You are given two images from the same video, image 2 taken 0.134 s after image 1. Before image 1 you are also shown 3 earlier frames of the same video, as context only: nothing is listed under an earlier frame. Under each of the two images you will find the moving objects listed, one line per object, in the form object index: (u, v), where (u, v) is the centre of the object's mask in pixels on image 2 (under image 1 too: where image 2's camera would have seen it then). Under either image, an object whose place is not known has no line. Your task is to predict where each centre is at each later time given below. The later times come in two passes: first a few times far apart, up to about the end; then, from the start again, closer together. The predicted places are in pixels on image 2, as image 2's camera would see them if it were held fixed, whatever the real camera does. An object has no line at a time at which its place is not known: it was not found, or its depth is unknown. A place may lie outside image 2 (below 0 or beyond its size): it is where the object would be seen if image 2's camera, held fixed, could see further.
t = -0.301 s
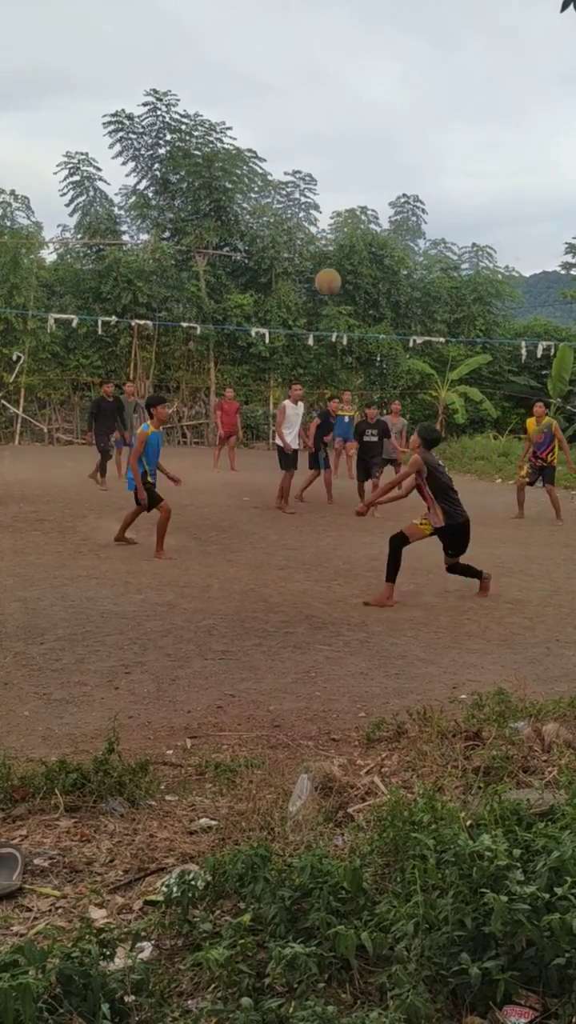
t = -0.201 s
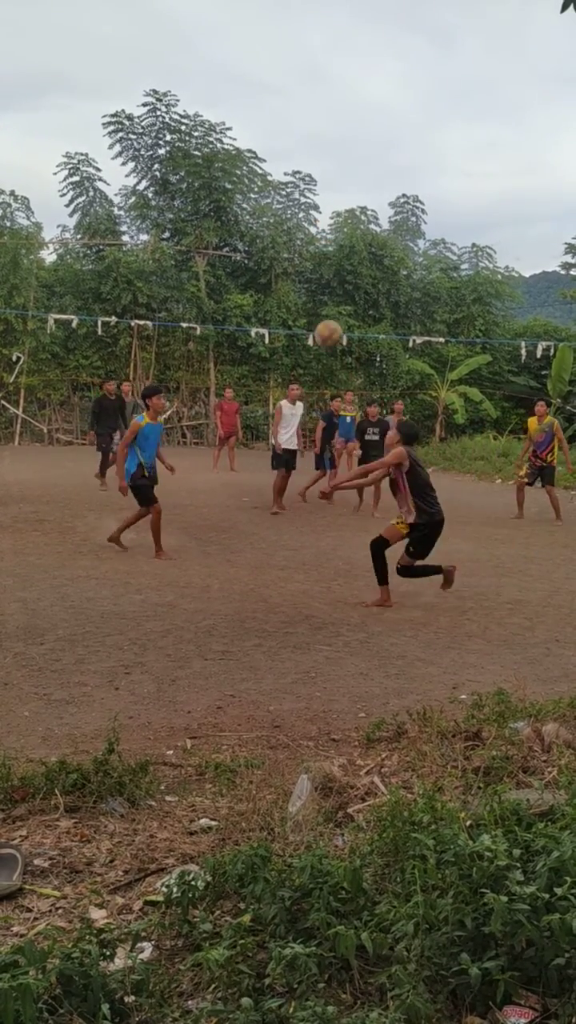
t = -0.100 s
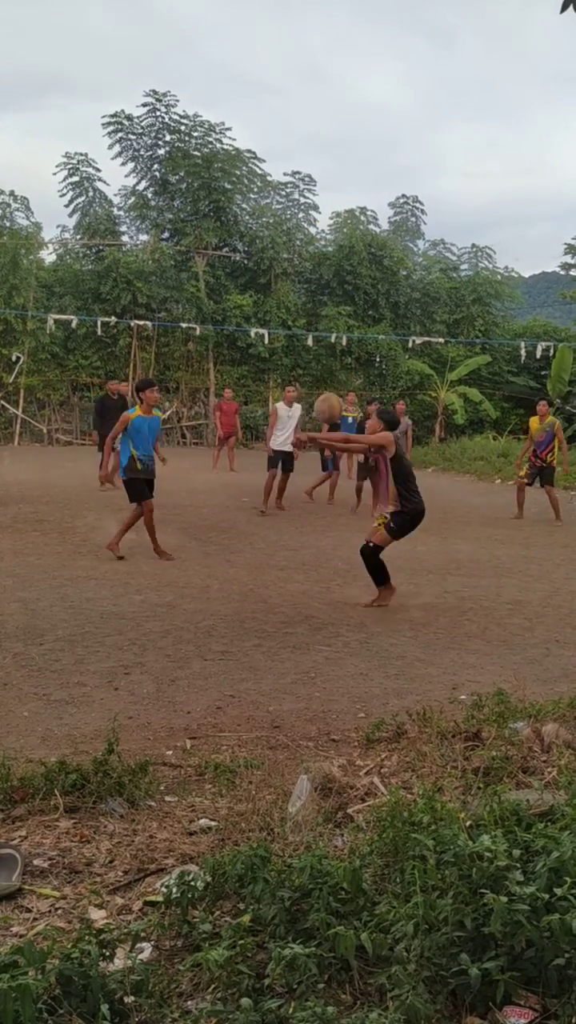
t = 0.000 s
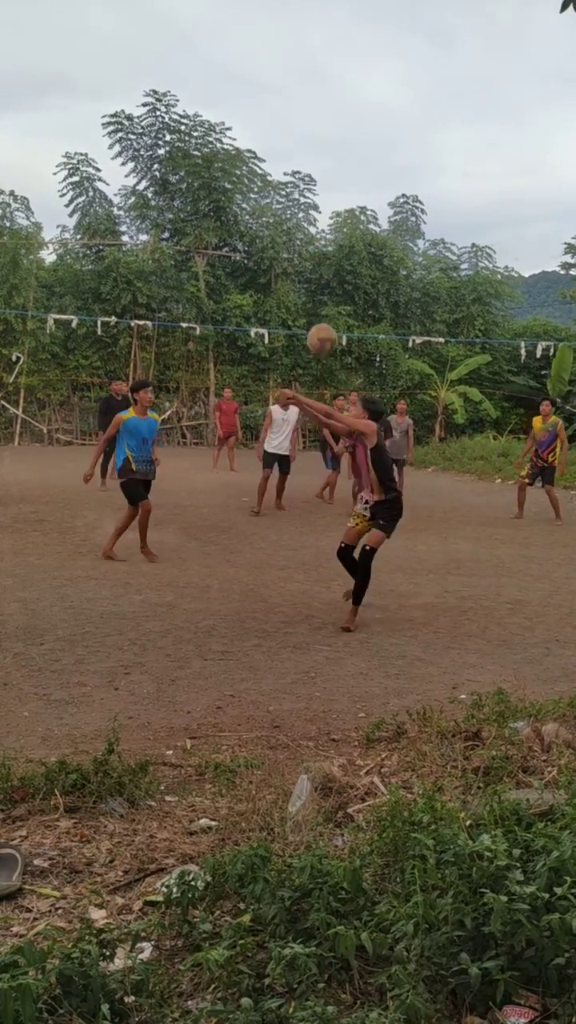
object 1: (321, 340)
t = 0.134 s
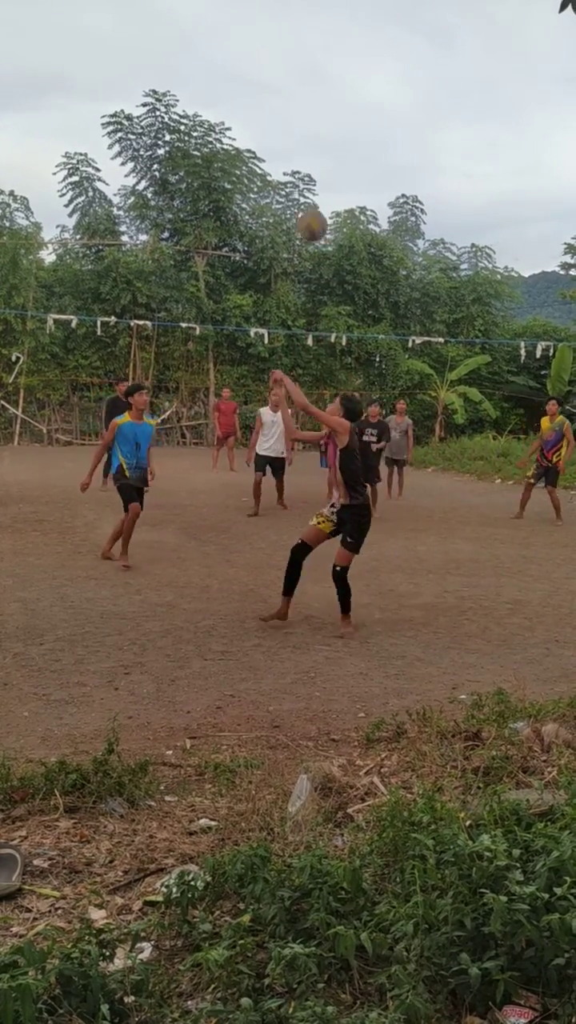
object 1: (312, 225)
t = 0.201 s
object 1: (308, 179)
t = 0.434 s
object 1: (288, 66)
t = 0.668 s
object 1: (265, 33)
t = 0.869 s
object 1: (243, 68)
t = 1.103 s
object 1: (215, 177)
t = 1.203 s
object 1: (203, 244)
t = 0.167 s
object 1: (310, 201)
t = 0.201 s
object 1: (308, 179)
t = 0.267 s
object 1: (302, 138)
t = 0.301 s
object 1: (299, 121)
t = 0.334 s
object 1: (297, 104)
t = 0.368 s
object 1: (294, 90)
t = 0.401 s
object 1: (291, 77)
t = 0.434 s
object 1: (288, 66)
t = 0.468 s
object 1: (285, 56)
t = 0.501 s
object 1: (282, 48)
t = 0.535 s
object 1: (279, 42)
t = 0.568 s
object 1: (275, 37)
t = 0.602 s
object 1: (272, 34)
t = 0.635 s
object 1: (268, 33)
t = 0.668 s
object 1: (265, 33)
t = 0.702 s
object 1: (261, 35)
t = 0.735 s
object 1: (258, 38)
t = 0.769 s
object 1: (254, 43)
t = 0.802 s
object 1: (250, 50)
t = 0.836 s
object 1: (247, 58)
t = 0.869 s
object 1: (243, 68)
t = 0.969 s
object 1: (231, 106)
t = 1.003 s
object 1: (227, 122)
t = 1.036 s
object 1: (223, 139)
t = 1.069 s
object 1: (219, 157)
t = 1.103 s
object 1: (215, 177)
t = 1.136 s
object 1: (211, 199)
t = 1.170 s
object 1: (207, 221)
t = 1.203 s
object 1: (203, 244)
